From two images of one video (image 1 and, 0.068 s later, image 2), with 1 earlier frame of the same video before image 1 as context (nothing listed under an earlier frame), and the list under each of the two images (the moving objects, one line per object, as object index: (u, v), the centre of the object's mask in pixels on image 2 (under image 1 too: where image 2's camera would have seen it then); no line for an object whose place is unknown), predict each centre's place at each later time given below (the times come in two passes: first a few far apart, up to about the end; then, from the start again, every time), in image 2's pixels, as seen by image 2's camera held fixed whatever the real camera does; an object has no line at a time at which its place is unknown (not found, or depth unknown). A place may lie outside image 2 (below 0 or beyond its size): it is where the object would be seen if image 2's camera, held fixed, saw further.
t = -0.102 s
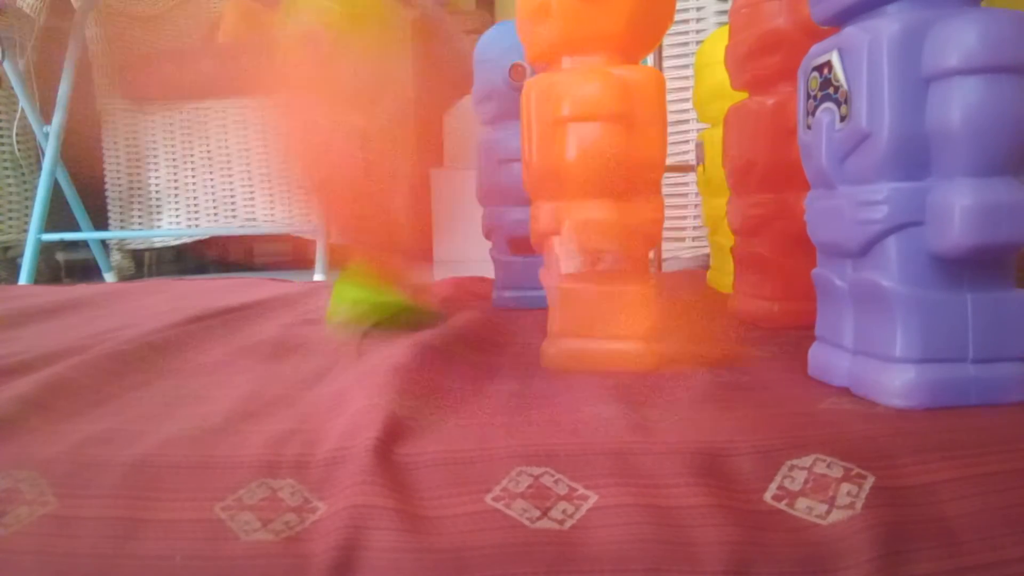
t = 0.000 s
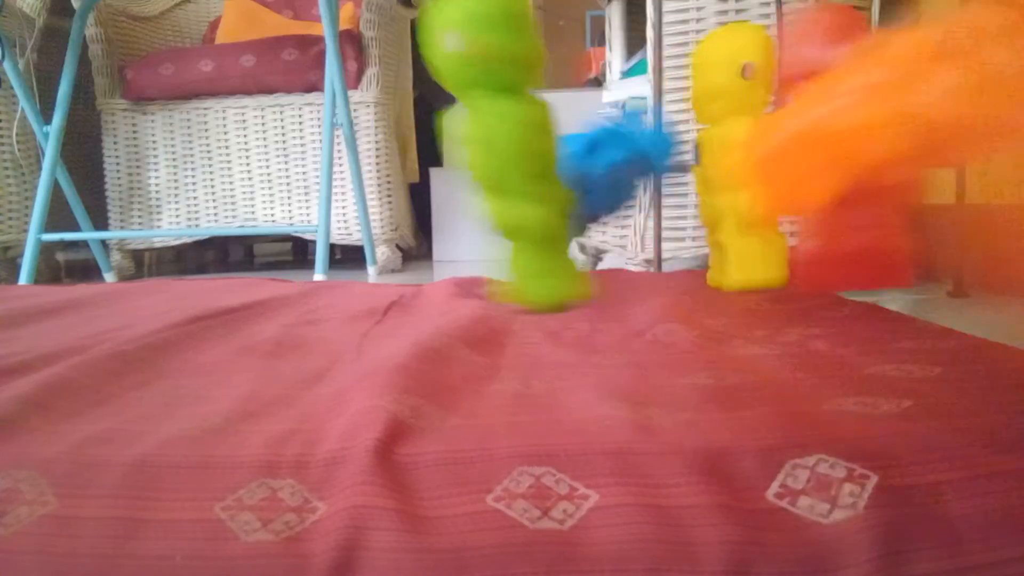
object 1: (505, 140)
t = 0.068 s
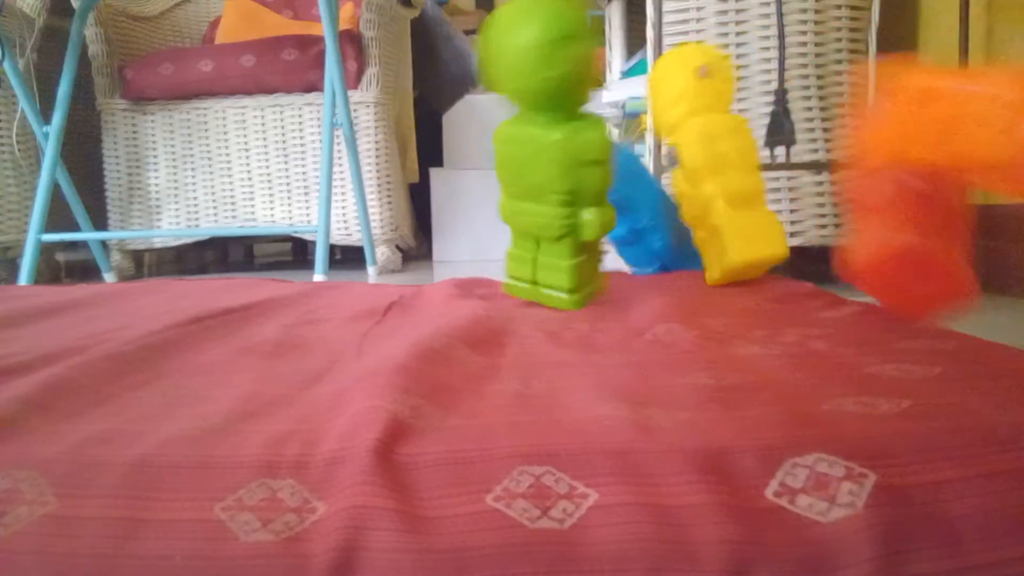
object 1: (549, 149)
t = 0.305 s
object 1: (665, 198)
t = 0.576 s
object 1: (754, 239)
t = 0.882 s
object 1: (785, 242)
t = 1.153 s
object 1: (850, 263)
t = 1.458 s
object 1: (891, 261)
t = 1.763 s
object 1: (845, 260)
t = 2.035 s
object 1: (863, 268)
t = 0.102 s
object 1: (560, 152)
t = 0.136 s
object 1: (573, 153)
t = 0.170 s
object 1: (586, 155)
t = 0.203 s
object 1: (605, 158)
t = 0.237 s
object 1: (629, 157)
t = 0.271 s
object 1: (647, 177)
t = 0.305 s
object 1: (665, 198)
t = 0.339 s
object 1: (686, 227)
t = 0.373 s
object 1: (708, 250)
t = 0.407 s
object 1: (719, 223)
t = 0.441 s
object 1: (728, 209)
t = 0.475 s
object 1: (740, 210)
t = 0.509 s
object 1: (754, 230)
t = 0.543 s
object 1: (757, 243)
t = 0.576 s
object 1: (754, 239)
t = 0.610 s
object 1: (753, 237)
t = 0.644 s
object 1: (756, 238)
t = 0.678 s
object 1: (762, 241)
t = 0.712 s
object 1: (771, 242)
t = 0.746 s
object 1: (778, 238)
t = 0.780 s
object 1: (783, 235)
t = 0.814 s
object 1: (786, 236)
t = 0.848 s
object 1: (786, 238)
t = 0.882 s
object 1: (785, 242)
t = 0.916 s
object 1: (784, 244)
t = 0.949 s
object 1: (787, 243)
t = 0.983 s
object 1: (791, 244)
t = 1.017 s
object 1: (799, 247)
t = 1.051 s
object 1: (810, 248)
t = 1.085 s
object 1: (824, 252)
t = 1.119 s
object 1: (837, 254)
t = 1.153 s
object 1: (850, 263)
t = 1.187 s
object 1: (862, 270)
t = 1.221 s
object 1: (869, 267)
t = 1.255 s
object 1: (876, 265)
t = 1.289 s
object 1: (884, 263)
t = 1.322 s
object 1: (889, 263)
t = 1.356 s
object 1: (893, 261)
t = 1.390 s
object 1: (894, 260)
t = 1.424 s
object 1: (894, 260)
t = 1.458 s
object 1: (891, 261)
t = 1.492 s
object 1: (887, 262)
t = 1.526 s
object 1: (883, 264)
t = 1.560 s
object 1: (878, 265)
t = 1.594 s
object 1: (875, 266)
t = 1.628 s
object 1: (871, 268)
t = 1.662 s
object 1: (865, 269)
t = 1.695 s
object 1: (861, 267)
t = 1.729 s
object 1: (852, 262)
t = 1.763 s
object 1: (845, 260)
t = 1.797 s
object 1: (840, 259)
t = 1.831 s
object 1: (838, 259)
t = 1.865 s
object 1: (837, 259)
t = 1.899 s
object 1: (839, 259)
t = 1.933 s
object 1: (844, 260)
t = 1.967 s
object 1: (849, 262)
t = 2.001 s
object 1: (857, 266)
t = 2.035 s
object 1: (863, 268)
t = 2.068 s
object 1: (867, 268)
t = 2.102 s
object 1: (870, 267)
